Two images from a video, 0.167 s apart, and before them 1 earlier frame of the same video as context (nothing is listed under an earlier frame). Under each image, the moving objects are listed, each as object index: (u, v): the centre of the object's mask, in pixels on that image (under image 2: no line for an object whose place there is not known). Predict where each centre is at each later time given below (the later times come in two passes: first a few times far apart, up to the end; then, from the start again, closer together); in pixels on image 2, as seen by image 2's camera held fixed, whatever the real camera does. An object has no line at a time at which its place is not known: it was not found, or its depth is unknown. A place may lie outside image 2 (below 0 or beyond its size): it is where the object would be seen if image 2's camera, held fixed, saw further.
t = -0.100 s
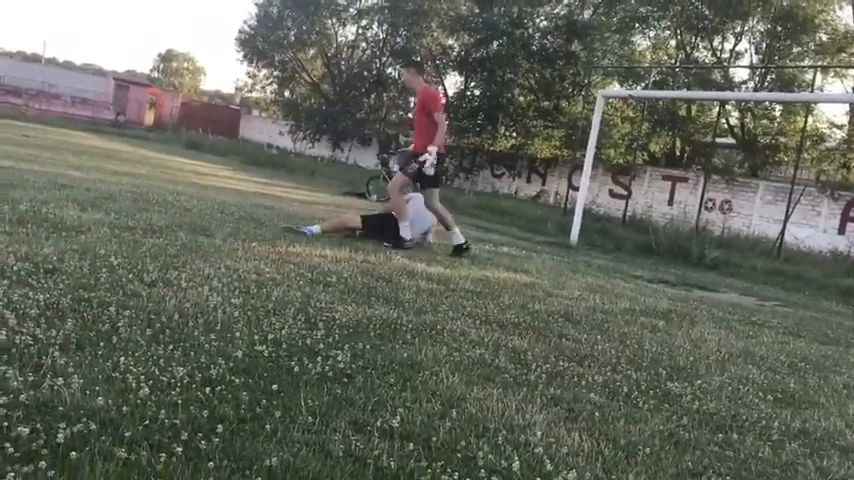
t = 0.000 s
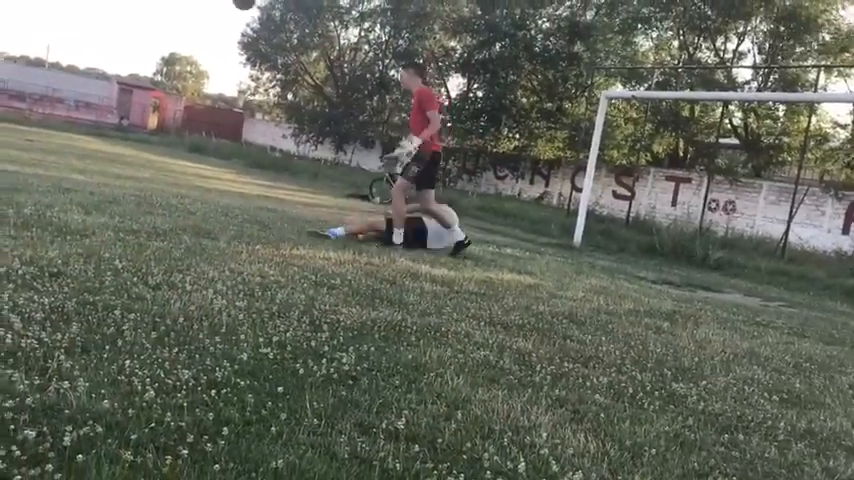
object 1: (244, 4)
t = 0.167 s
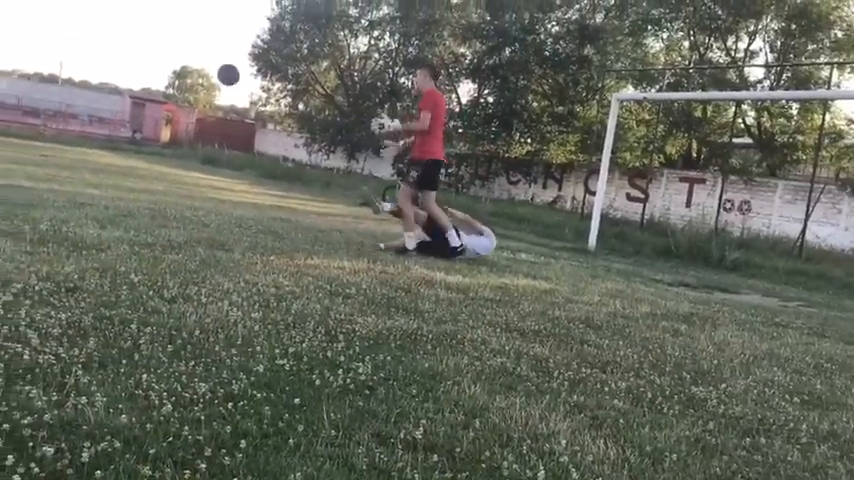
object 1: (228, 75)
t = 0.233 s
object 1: (217, 109)
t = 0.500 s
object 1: (189, 185)
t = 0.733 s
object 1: (183, 138)
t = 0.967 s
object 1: (167, 137)
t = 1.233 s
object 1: (140, 197)
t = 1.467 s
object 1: (128, 182)
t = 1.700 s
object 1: (114, 193)
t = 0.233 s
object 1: (217, 109)
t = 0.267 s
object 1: (214, 126)
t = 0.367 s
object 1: (198, 184)
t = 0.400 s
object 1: (192, 205)
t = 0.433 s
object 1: (190, 208)
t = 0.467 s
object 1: (189, 196)
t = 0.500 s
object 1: (189, 185)
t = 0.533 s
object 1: (189, 176)
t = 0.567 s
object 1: (187, 166)
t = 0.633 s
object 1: (186, 152)
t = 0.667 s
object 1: (184, 146)
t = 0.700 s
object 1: (183, 140)
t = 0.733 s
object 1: (183, 138)
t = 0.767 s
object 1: (181, 136)
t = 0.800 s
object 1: (178, 134)
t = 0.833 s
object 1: (176, 132)
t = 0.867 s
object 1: (174, 131)
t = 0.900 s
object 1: (172, 132)
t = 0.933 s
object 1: (169, 135)
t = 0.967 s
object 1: (167, 137)
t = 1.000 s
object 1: (164, 141)
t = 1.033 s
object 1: (161, 146)
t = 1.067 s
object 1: (159, 151)
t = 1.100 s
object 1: (154, 159)
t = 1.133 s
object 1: (151, 168)
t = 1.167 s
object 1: (148, 177)
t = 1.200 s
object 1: (144, 187)
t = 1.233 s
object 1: (140, 197)
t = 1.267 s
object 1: (138, 199)
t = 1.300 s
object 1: (137, 195)
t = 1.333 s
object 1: (136, 190)
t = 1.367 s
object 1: (134, 187)
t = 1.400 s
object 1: (132, 185)
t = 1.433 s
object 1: (130, 183)
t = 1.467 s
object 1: (128, 182)
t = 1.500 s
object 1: (127, 183)
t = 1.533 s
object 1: (124, 184)
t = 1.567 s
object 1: (122, 186)
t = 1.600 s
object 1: (119, 189)
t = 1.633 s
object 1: (117, 193)
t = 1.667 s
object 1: (115, 195)
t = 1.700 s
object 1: (114, 193)
